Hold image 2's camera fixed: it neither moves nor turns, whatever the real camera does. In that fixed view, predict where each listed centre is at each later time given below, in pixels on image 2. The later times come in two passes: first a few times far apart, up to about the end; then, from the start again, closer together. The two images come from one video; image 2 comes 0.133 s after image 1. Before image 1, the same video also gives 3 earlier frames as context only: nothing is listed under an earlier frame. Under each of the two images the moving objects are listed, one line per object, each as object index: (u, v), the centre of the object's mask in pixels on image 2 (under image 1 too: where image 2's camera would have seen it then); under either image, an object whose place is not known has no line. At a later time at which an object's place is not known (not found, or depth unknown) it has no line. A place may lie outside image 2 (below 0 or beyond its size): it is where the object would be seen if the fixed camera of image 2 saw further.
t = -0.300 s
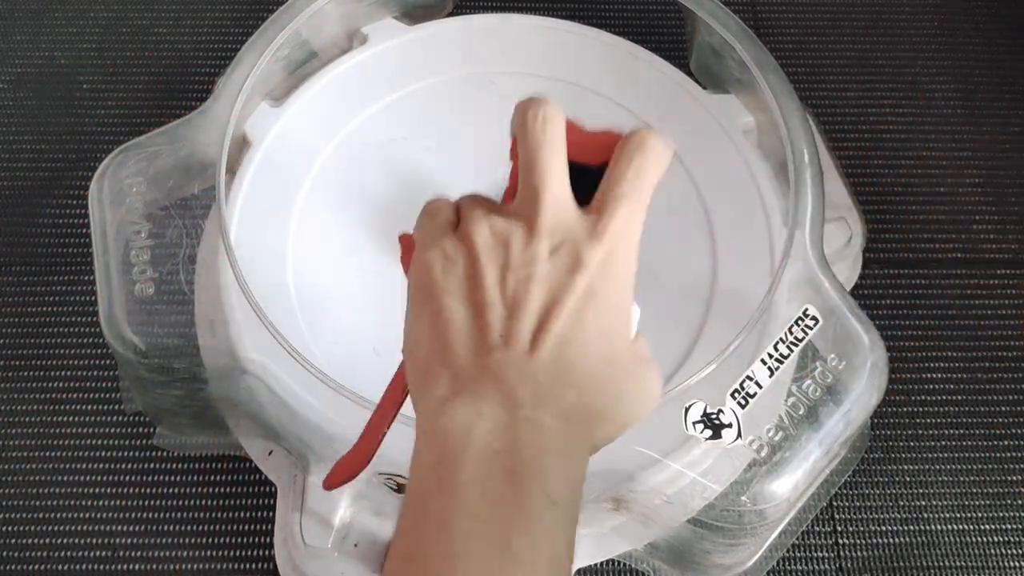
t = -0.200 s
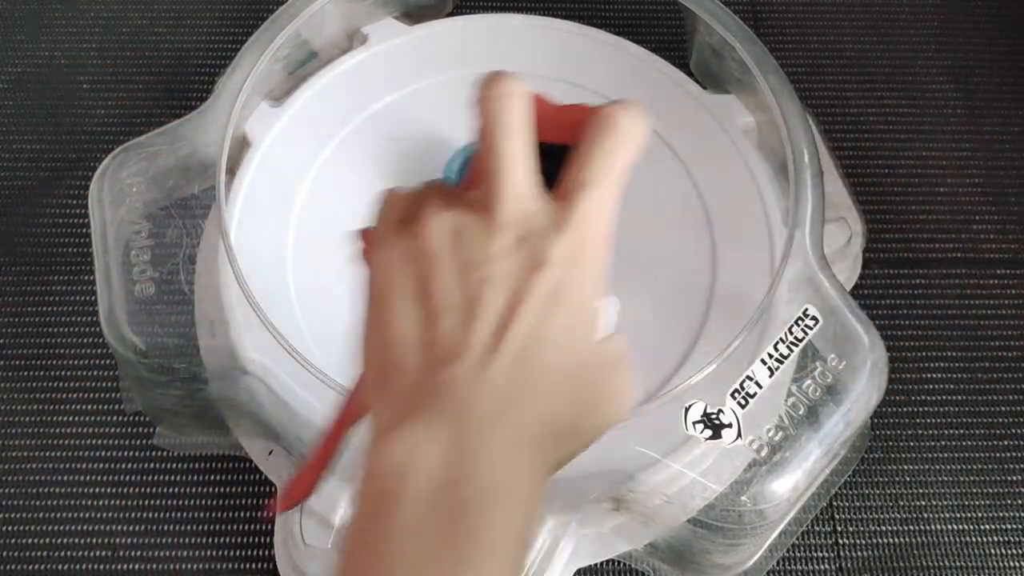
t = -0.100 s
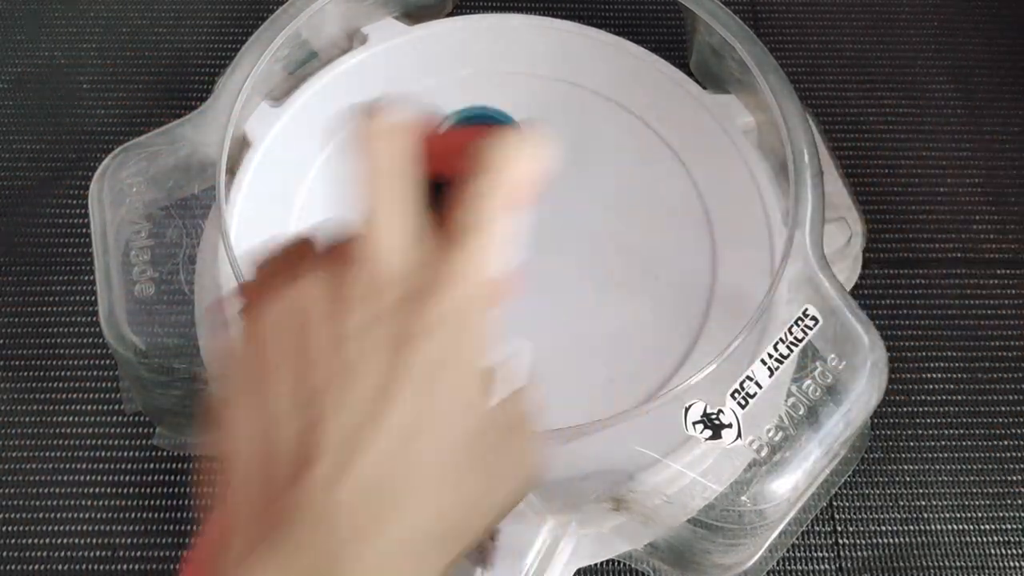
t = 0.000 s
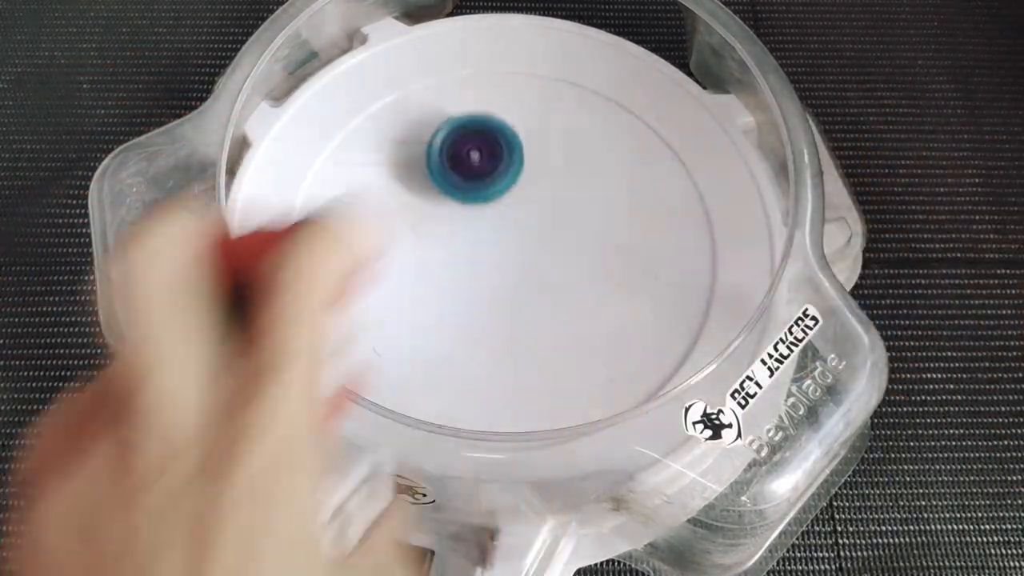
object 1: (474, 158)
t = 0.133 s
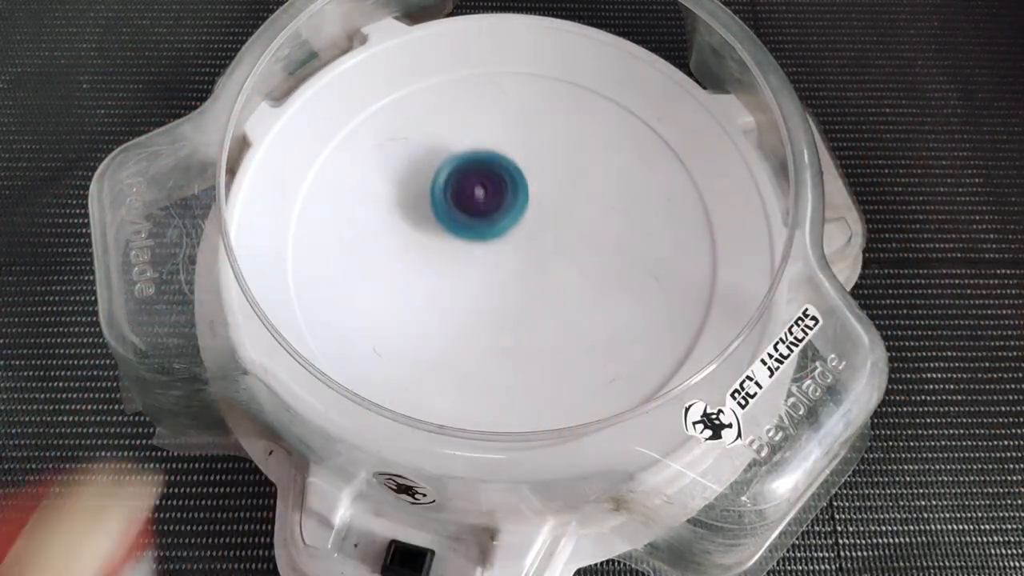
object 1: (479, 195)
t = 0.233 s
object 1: (490, 221)
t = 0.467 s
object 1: (537, 259)
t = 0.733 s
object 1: (581, 256)
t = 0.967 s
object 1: (582, 241)
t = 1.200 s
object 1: (551, 239)
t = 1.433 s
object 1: (509, 256)
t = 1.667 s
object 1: (487, 286)
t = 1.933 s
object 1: (488, 307)
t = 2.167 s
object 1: (494, 298)
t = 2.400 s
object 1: (490, 268)
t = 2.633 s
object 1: (467, 240)
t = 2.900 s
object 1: (439, 223)
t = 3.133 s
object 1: (436, 229)
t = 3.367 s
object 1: (465, 230)
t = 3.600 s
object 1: (491, 211)
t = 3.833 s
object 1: (504, 192)
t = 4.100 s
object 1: (505, 188)
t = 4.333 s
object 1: (509, 205)
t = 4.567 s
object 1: (523, 225)
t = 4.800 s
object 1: (537, 240)
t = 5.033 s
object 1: (544, 250)
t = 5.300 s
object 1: (535, 257)
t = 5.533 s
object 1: (518, 265)
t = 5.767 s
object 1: (501, 273)
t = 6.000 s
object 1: (488, 276)
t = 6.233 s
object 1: (477, 271)
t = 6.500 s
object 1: (469, 258)
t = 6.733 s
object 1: (466, 242)
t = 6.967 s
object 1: (463, 225)
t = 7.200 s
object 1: (464, 217)
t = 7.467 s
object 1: (478, 213)
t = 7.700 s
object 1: (495, 211)
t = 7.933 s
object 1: (512, 212)
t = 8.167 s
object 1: (525, 215)
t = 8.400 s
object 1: (530, 222)
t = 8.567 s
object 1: (529, 230)
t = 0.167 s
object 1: (482, 204)
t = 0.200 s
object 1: (485, 213)
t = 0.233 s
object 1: (490, 221)
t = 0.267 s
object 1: (496, 229)
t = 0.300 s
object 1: (503, 236)
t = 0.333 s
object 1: (510, 243)
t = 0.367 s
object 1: (517, 248)
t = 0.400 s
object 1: (524, 253)
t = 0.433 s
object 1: (530, 256)
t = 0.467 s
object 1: (537, 259)
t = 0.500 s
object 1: (544, 261)
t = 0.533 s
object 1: (551, 262)
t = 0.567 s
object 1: (558, 262)
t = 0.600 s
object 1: (564, 262)
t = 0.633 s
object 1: (570, 262)
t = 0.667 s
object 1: (574, 260)
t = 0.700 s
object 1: (578, 258)
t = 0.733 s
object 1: (581, 256)
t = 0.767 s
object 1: (583, 254)
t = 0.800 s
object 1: (584, 252)
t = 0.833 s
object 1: (585, 249)
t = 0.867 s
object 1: (585, 247)
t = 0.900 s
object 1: (584, 245)
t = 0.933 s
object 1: (584, 243)
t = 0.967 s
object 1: (582, 241)
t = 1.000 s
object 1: (580, 239)
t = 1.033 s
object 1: (577, 238)
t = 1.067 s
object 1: (573, 237)
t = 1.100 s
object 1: (569, 237)
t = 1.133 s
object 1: (563, 237)
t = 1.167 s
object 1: (557, 238)
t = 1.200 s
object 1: (551, 239)
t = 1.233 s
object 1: (544, 240)
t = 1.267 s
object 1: (537, 242)
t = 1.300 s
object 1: (531, 244)
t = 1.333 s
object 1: (525, 246)
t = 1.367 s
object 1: (519, 249)
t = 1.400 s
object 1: (514, 252)
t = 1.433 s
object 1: (509, 256)
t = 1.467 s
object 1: (504, 260)
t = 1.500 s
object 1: (500, 264)
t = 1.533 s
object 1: (497, 268)
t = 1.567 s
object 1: (494, 273)
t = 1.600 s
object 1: (491, 278)
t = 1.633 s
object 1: (489, 282)
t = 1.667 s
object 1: (487, 286)
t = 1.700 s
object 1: (486, 290)
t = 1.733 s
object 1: (485, 293)
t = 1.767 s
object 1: (485, 297)
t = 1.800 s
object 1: (485, 300)
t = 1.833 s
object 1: (486, 302)
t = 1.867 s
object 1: (486, 304)
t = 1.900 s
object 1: (487, 306)
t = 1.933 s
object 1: (488, 307)
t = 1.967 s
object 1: (488, 307)
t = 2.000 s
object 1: (489, 307)
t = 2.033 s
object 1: (490, 306)
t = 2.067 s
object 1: (491, 304)
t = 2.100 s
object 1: (492, 303)
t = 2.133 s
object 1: (493, 301)
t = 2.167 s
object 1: (494, 298)
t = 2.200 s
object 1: (495, 295)
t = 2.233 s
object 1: (496, 291)
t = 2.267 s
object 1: (496, 287)
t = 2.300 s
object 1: (495, 283)
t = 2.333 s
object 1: (494, 278)
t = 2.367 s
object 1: (492, 273)
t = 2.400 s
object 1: (490, 268)
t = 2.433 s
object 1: (487, 264)
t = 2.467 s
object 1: (484, 259)
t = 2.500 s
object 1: (481, 255)
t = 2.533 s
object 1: (478, 251)
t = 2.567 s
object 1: (474, 247)
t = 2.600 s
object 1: (471, 243)
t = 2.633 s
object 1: (467, 240)
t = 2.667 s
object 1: (464, 236)
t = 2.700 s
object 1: (461, 233)
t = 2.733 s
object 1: (457, 230)
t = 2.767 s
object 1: (453, 227)
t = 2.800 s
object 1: (449, 225)
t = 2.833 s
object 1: (445, 224)
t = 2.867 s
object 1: (442, 223)
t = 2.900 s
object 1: (439, 223)
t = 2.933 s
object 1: (436, 223)
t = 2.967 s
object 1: (435, 223)
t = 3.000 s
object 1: (433, 224)
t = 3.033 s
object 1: (433, 225)
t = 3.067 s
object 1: (433, 226)
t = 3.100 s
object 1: (434, 227)
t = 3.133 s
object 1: (436, 229)
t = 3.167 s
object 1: (438, 230)
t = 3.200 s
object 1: (441, 231)
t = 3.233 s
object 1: (445, 232)
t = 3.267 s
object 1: (449, 232)
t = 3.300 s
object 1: (454, 232)
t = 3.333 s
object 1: (460, 231)
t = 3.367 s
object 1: (465, 230)
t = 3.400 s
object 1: (469, 228)
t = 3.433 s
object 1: (474, 225)
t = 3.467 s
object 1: (478, 222)
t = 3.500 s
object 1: (481, 220)
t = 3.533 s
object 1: (485, 217)
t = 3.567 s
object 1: (488, 214)
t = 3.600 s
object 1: (491, 211)
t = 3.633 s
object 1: (494, 208)
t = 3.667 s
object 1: (496, 205)
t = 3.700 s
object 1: (498, 202)
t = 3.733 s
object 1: (500, 199)
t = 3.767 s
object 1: (502, 197)
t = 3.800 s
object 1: (503, 194)
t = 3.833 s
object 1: (504, 192)
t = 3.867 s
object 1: (504, 190)
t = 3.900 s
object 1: (505, 189)
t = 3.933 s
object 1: (505, 188)
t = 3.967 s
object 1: (505, 187)
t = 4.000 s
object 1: (505, 186)
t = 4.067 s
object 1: (505, 187)
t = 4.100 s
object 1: (505, 188)
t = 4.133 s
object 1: (505, 190)
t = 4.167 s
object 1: (505, 191)
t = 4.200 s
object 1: (505, 193)
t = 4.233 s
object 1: (505, 196)
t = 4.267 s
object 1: (506, 199)
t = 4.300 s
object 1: (508, 202)
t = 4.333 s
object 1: (509, 205)
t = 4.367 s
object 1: (510, 208)
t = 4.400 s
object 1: (512, 211)
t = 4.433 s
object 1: (514, 214)
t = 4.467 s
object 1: (516, 217)
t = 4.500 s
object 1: (519, 219)
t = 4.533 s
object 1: (521, 222)
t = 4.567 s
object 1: (523, 225)
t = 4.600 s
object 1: (526, 227)
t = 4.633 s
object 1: (528, 230)
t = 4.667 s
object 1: (530, 232)
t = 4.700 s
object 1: (532, 234)
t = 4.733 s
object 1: (534, 236)
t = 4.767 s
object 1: (536, 238)
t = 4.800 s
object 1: (537, 240)
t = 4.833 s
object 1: (539, 242)
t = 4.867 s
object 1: (540, 243)
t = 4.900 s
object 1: (541, 245)
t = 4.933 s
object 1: (542, 246)
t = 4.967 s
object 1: (543, 248)
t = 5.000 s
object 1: (544, 249)
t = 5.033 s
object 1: (544, 250)
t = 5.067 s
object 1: (544, 251)
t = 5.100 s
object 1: (543, 252)
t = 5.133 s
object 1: (542, 253)
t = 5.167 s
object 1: (541, 254)
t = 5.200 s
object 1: (540, 254)
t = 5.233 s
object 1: (539, 255)
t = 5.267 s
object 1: (537, 256)
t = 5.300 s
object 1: (535, 257)
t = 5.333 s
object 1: (533, 258)
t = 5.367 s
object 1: (530, 259)
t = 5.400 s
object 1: (528, 260)
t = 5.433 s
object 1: (526, 262)
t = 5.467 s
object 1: (523, 263)
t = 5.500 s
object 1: (521, 264)
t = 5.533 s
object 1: (518, 265)
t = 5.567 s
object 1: (516, 266)
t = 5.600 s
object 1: (513, 267)
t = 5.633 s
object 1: (511, 269)
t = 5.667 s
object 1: (508, 270)
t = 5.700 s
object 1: (506, 271)
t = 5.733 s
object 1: (504, 272)
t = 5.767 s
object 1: (501, 273)
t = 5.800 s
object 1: (499, 273)
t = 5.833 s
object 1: (497, 274)
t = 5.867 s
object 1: (495, 275)
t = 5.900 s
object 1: (493, 275)
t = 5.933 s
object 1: (491, 275)
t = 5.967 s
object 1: (489, 276)
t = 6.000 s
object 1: (488, 276)
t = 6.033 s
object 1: (486, 275)
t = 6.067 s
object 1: (484, 275)
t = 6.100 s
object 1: (482, 275)
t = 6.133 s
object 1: (481, 274)
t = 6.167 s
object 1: (479, 273)
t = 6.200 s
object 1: (478, 272)
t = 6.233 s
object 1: (477, 271)
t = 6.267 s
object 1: (476, 270)
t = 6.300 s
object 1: (474, 269)
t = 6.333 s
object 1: (473, 267)
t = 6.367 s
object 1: (472, 266)
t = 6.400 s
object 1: (471, 264)
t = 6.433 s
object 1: (470, 262)
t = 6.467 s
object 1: (469, 260)
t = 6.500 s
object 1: (469, 258)
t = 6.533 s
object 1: (468, 256)
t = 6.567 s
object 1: (467, 254)
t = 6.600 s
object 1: (467, 251)
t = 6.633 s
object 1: (466, 249)
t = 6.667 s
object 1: (466, 246)
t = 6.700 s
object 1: (466, 244)
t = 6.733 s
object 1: (466, 242)
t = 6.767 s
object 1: (465, 239)
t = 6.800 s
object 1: (465, 237)
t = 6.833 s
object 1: (465, 234)
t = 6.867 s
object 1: (465, 231)
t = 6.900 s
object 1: (464, 229)
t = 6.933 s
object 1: (464, 226)
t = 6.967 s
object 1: (463, 225)
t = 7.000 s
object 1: (462, 223)
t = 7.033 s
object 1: (462, 221)
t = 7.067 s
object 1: (462, 220)
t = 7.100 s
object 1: (462, 219)
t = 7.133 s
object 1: (462, 218)
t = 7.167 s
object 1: (463, 218)
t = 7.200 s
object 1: (464, 217)
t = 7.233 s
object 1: (465, 216)
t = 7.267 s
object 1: (466, 216)
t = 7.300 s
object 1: (468, 215)
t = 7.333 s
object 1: (470, 215)
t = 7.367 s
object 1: (472, 214)
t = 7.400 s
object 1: (474, 214)
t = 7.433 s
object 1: (476, 213)
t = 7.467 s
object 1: (478, 213)
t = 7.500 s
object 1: (480, 212)
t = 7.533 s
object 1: (483, 212)
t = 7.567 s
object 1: (485, 212)
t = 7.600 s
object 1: (488, 211)
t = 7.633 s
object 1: (490, 211)
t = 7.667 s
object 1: (493, 211)
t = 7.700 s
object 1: (495, 211)
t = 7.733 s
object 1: (498, 211)
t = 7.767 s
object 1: (500, 211)
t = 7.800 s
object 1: (503, 211)
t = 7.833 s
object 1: (505, 211)
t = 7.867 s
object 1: (508, 211)
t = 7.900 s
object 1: (510, 211)
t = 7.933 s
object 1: (512, 212)
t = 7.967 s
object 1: (514, 212)
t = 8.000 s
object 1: (516, 212)
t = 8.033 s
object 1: (518, 213)
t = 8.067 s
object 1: (520, 213)
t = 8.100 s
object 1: (522, 214)
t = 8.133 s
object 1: (523, 214)
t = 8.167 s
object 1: (525, 215)
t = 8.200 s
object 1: (526, 216)
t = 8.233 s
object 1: (527, 217)
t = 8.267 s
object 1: (528, 217)
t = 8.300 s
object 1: (529, 218)
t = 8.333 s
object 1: (529, 219)
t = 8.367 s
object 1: (530, 220)
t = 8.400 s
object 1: (530, 222)
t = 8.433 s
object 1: (530, 223)
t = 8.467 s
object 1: (530, 224)
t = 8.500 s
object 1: (530, 226)
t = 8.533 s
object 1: (529, 228)
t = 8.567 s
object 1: (529, 230)
